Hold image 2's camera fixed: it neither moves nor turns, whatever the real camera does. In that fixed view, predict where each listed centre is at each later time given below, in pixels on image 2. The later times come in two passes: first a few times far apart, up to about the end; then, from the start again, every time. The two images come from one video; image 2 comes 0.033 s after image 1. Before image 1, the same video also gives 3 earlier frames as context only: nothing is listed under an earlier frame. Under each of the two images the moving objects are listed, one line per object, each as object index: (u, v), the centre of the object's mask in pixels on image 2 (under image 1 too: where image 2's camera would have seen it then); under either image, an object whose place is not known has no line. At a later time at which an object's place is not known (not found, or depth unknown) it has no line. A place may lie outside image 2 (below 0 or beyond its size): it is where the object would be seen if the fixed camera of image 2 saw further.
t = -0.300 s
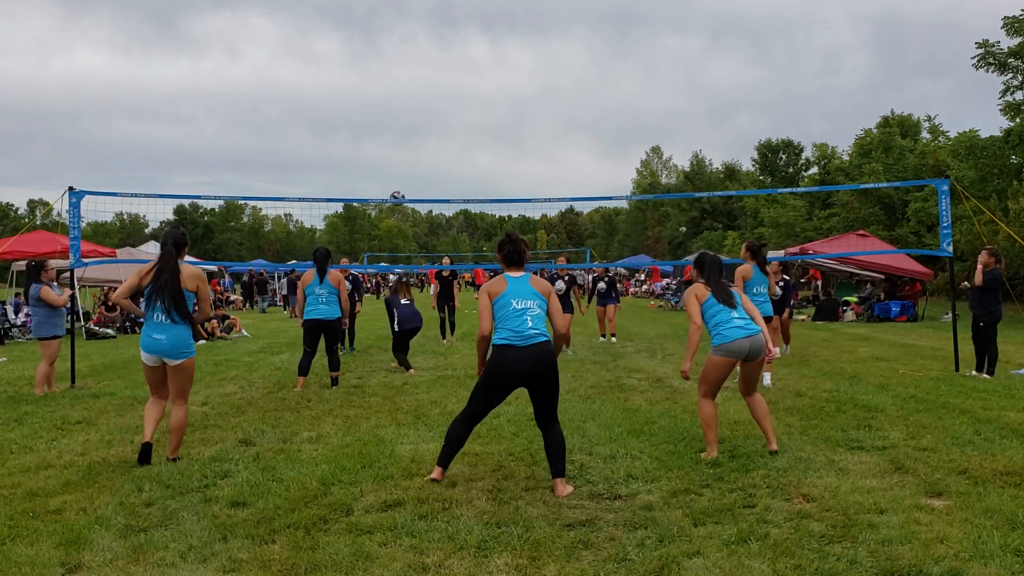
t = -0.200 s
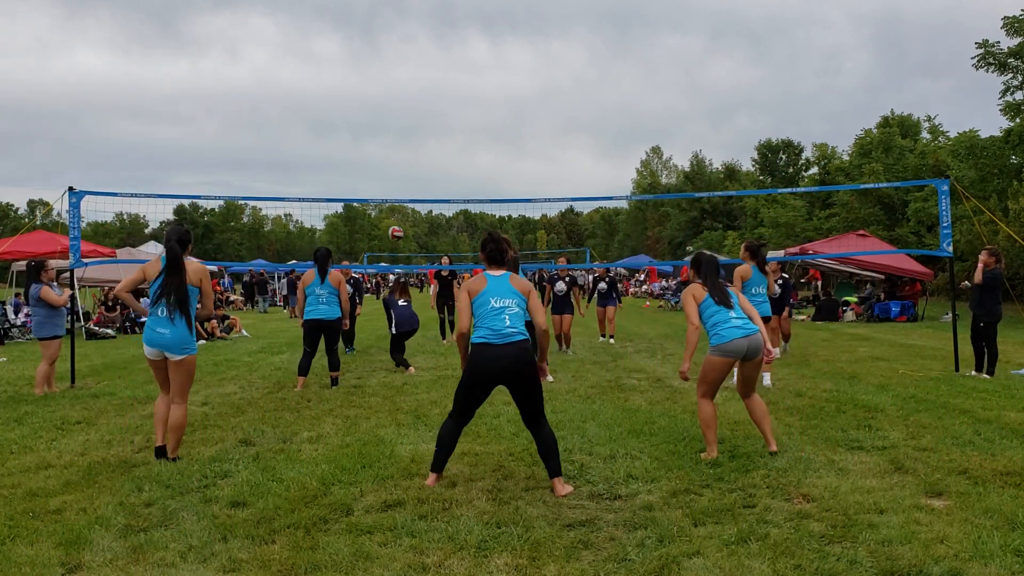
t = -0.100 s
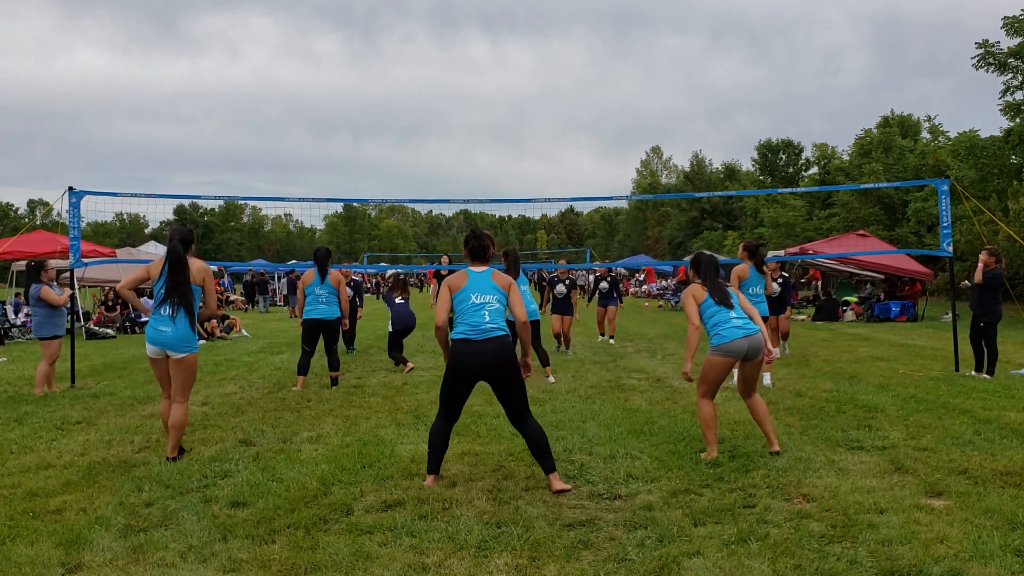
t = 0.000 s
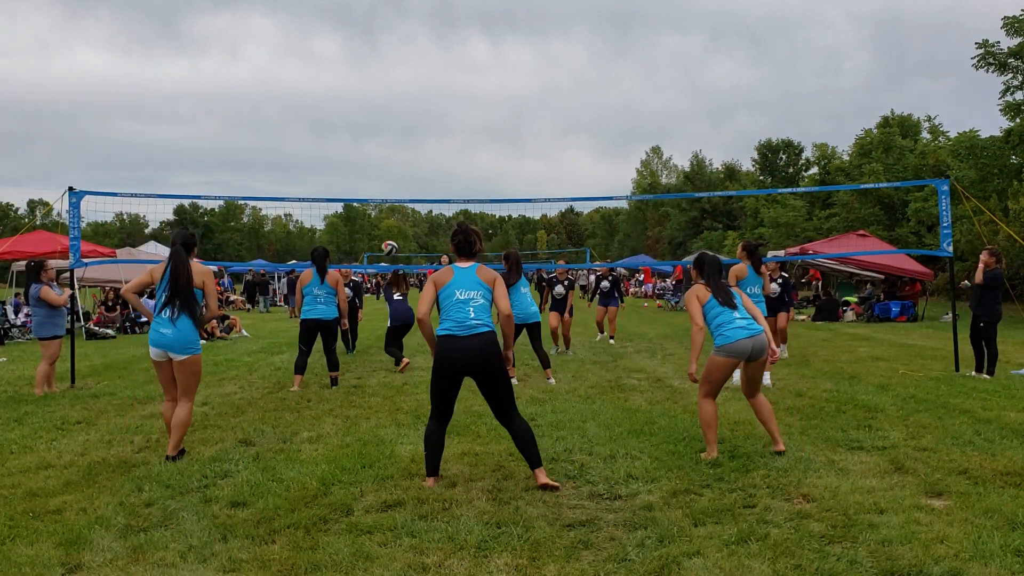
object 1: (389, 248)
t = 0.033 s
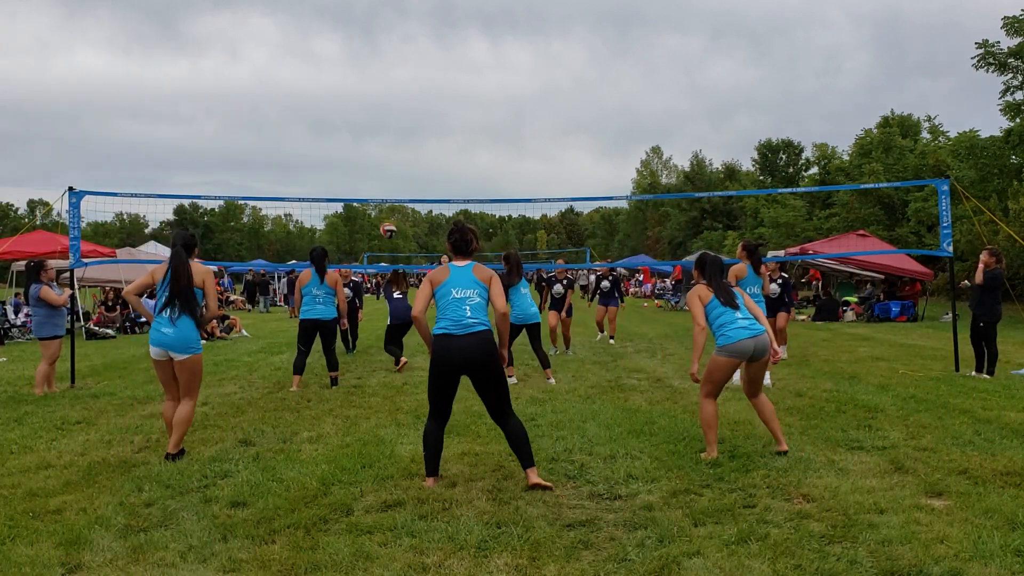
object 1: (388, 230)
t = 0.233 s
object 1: (379, 143)
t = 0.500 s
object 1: (369, 74)
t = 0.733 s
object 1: (361, 58)
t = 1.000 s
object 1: (353, 90)
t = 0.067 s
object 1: (387, 214)
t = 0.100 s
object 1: (385, 198)
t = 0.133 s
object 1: (384, 183)
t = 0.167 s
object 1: (382, 169)
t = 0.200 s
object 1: (381, 155)
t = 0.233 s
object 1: (379, 143)
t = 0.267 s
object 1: (378, 131)
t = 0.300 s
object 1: (376, 121)
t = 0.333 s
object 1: (375, 111)
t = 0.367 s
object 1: (374, 102)
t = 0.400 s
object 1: (372, 94)
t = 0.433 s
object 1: (371, 86)
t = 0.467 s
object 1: (370, 80)
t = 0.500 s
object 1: (369, 74)
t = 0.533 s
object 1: (367, 69)
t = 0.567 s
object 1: (366, 65)
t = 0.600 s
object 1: (365, 62)
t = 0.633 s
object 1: (364, 60)
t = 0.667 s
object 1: (363, 59)
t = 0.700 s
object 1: (362, 58)
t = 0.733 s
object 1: (361, 58)
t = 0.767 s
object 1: (360, 60)
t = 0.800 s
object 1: (359, 61)
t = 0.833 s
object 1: (358, 64)
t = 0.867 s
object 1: (357, 68)
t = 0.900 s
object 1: (356, 72)
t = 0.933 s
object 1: (355, 77)
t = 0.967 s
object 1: (354, 84)
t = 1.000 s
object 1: (353, 90)
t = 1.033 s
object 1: (352, 98)
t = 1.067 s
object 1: (352, 107)
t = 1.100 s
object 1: (351, 116)
